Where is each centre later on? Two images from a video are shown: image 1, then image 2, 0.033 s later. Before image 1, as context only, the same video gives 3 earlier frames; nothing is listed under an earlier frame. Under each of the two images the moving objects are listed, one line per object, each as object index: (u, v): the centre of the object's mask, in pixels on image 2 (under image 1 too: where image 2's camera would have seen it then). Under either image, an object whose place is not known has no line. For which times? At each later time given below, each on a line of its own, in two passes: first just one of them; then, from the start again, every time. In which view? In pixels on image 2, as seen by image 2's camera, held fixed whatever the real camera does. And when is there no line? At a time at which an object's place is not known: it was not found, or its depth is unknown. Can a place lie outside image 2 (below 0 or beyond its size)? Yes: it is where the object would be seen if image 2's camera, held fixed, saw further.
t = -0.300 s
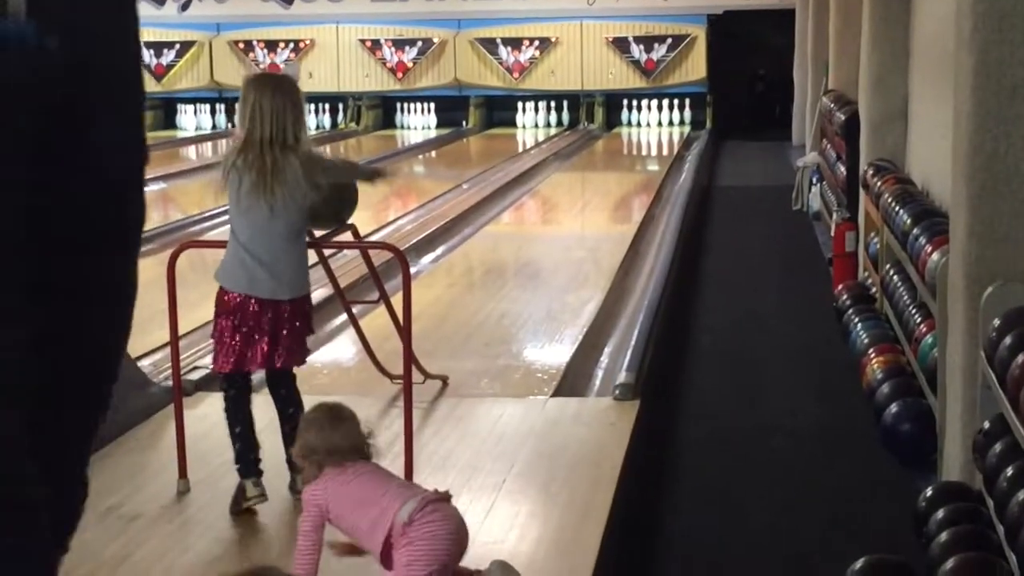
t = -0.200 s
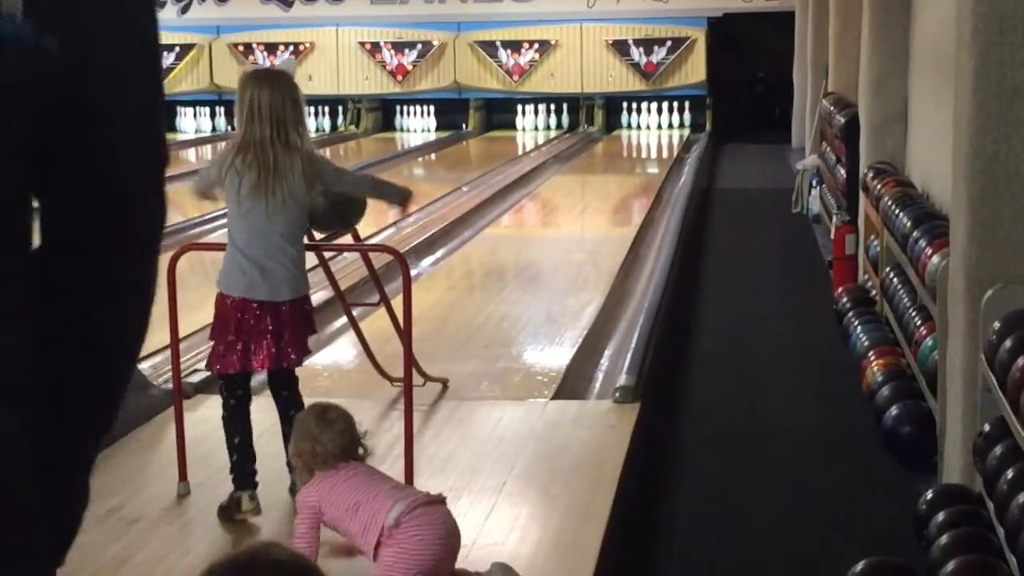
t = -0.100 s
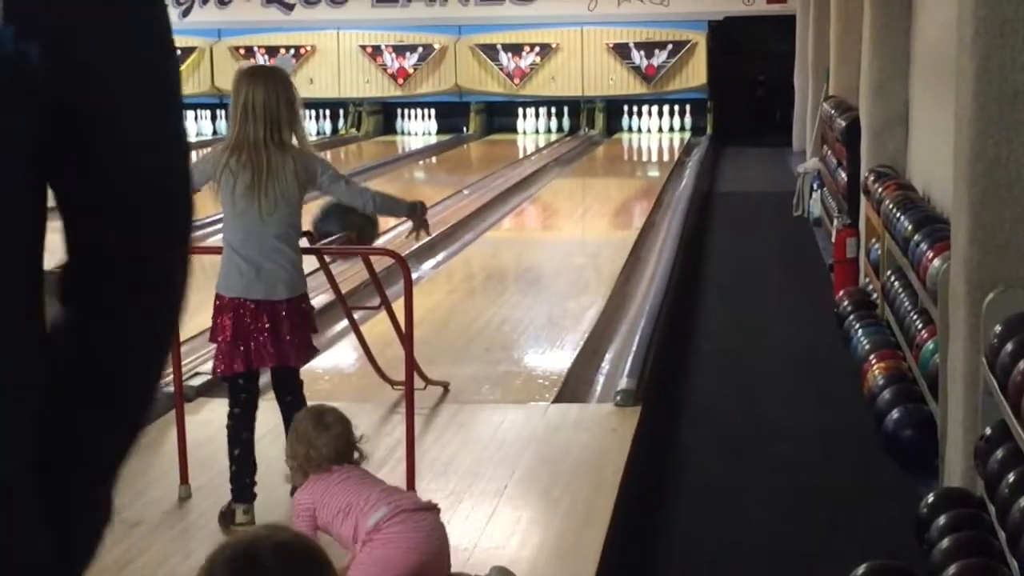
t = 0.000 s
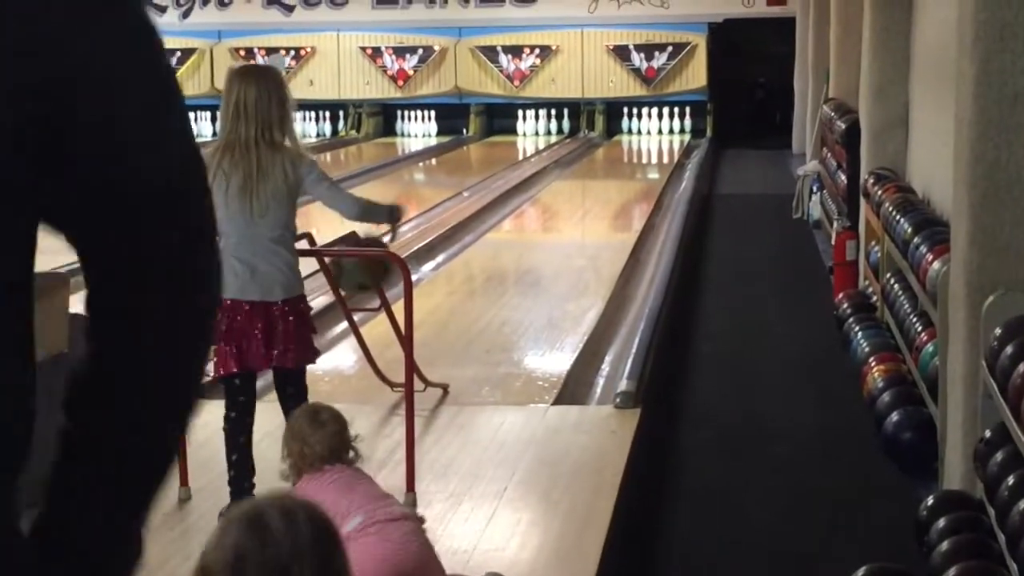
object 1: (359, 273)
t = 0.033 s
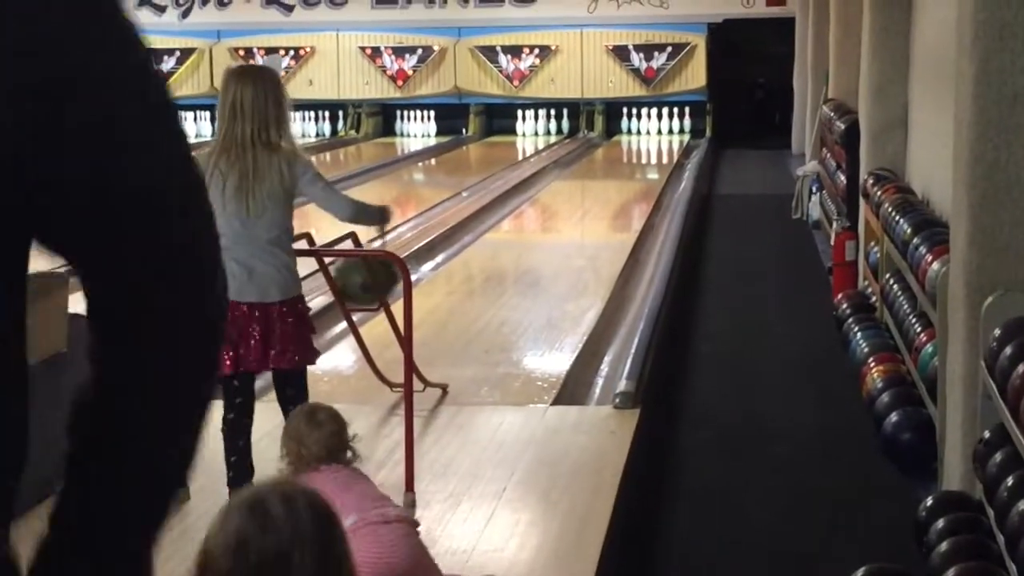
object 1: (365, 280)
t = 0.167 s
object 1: (390, 333)
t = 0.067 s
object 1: (372, 290)
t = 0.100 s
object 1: (376, 304)
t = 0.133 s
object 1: (382, 318)
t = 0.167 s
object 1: (390, 333)
